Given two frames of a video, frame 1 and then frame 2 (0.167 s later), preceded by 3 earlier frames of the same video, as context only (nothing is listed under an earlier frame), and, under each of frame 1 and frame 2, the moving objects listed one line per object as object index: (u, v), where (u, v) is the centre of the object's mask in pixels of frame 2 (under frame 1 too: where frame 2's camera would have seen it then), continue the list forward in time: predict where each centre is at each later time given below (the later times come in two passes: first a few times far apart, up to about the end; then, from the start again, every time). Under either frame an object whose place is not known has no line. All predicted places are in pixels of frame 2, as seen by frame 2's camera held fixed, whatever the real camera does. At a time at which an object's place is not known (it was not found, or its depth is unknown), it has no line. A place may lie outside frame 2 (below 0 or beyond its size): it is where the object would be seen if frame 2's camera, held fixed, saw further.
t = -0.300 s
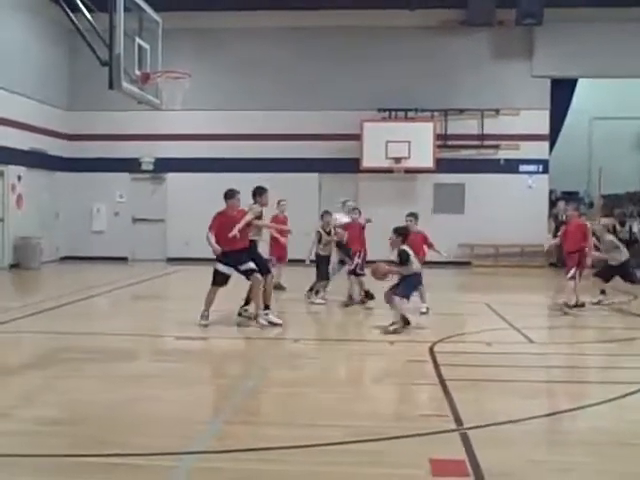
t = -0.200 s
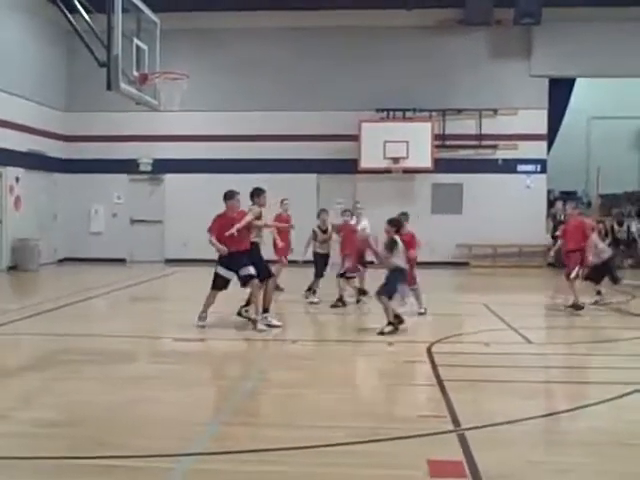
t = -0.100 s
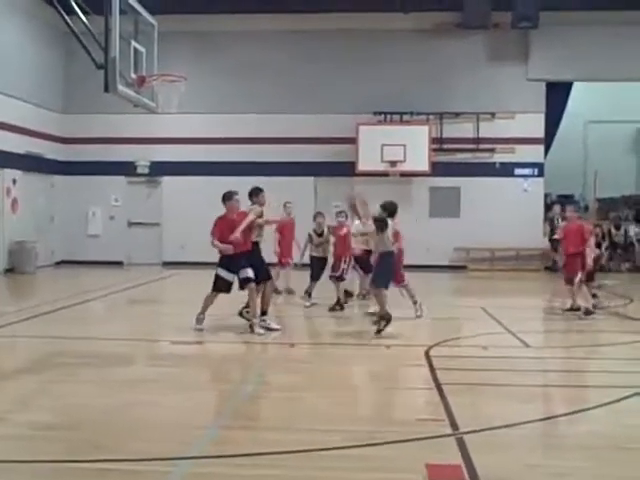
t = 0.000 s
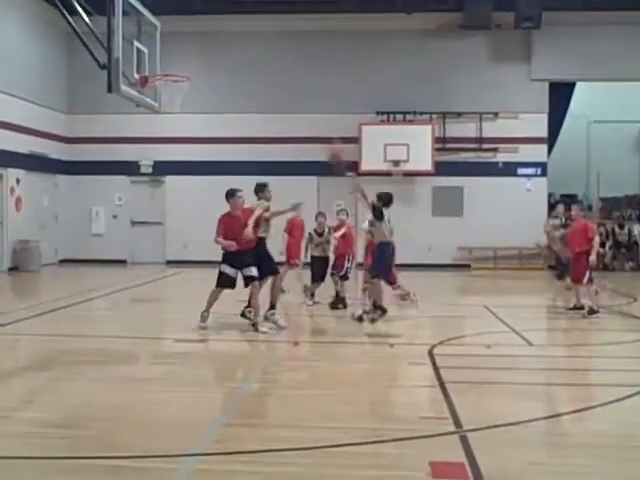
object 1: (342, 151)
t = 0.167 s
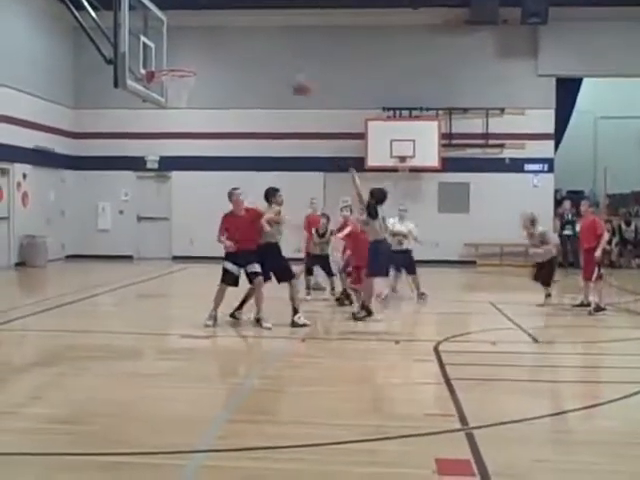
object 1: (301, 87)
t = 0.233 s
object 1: (286, 68)
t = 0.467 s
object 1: (230, 34)
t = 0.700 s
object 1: (179, 40)
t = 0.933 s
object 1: (176, 56)
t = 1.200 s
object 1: (222, 74)
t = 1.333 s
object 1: (244, 103)
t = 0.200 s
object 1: (294, 77)
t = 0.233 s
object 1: (286, 68)
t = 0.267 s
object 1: (278, 60)
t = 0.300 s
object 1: (269, 54)
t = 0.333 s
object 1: (262, 49)
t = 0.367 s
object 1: (254, 43)
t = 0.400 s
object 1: (245, 39)
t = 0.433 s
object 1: (237, 36)
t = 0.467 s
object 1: (230, 34)
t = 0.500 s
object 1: (222, 33)
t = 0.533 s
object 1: (215, 33)
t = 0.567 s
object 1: (207, 33)
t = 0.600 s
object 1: (200, 34)
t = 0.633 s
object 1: (193, 33)
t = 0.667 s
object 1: (183, 36)
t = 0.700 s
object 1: (179, 40)
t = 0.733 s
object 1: (172, 48)
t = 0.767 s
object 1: (165, 51)
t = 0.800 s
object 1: (158, 59)
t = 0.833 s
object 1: (158, 63)
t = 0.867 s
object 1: (165, 61)
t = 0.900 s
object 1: (169, 57)
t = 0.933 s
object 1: (176, 56)
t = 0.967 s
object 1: (181, 54)
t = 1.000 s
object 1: (186, 54)
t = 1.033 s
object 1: (191, 55)
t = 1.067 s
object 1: (198, 57)
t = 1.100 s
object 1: (203, 60)
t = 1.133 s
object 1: (209, 63)
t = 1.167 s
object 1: (215, 69)
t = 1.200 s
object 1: (222, 74)
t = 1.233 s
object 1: (227, 81)
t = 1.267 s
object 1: (231, 86)
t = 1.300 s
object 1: (237, 94)
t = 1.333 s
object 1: (244, 103)
